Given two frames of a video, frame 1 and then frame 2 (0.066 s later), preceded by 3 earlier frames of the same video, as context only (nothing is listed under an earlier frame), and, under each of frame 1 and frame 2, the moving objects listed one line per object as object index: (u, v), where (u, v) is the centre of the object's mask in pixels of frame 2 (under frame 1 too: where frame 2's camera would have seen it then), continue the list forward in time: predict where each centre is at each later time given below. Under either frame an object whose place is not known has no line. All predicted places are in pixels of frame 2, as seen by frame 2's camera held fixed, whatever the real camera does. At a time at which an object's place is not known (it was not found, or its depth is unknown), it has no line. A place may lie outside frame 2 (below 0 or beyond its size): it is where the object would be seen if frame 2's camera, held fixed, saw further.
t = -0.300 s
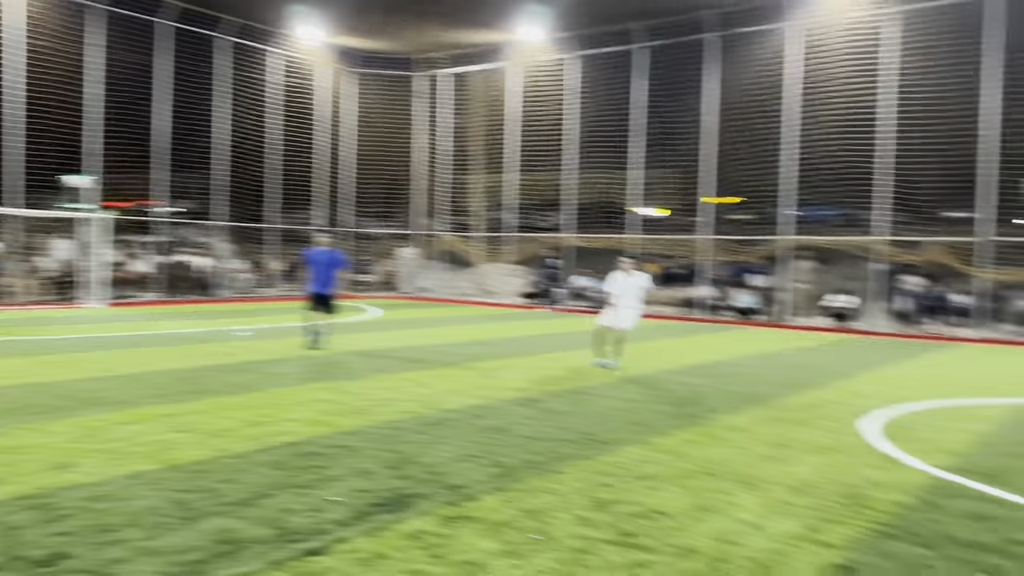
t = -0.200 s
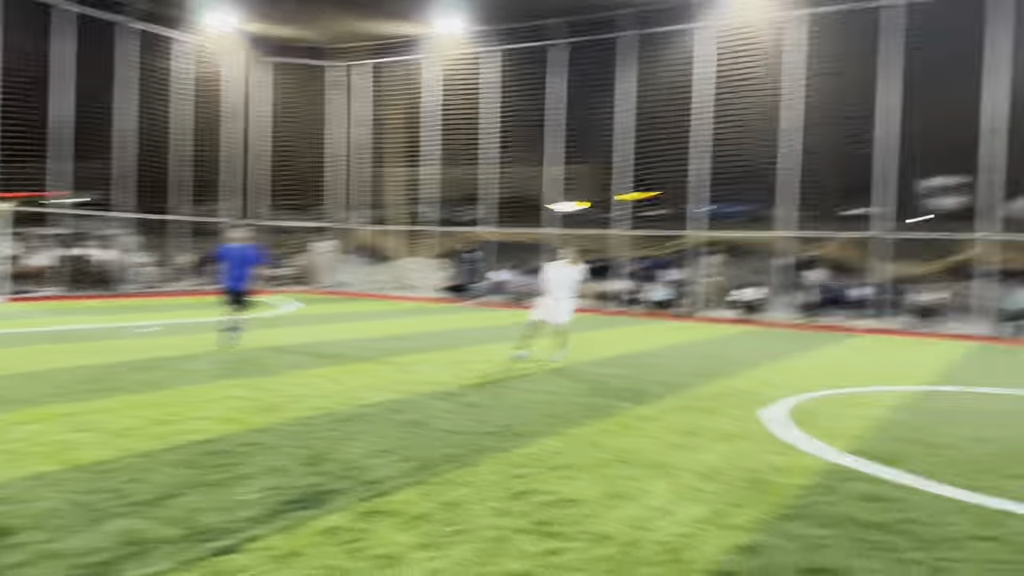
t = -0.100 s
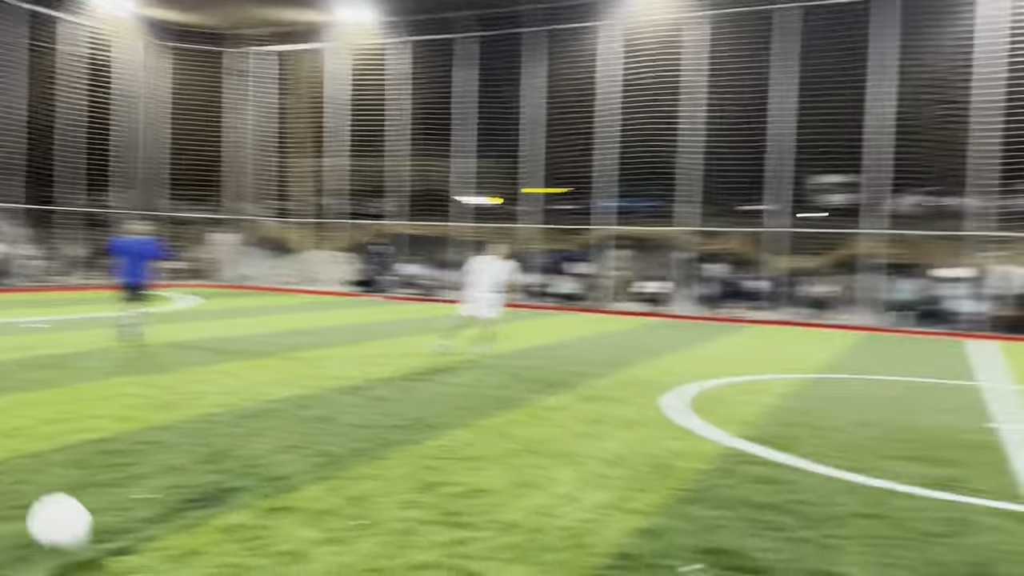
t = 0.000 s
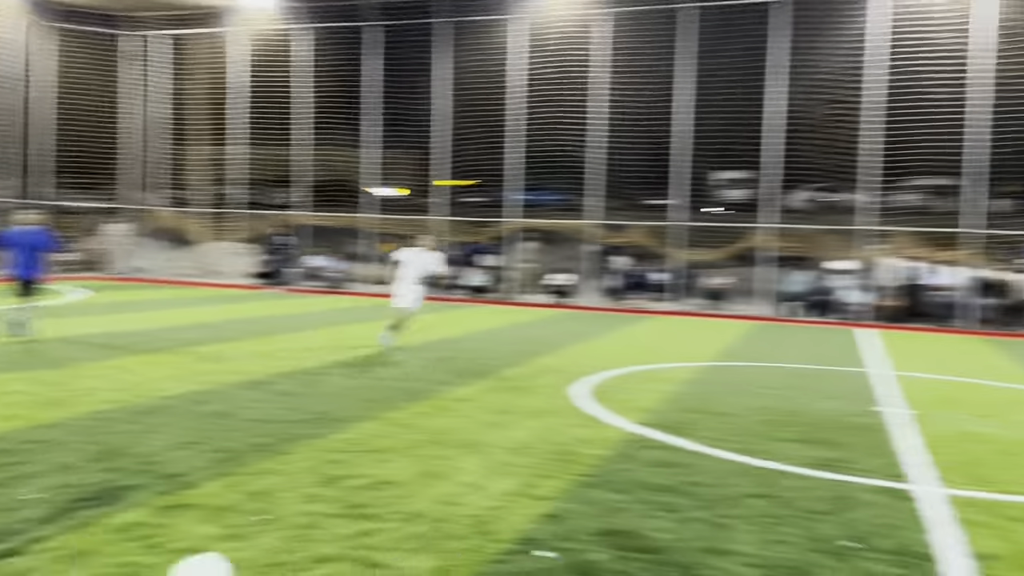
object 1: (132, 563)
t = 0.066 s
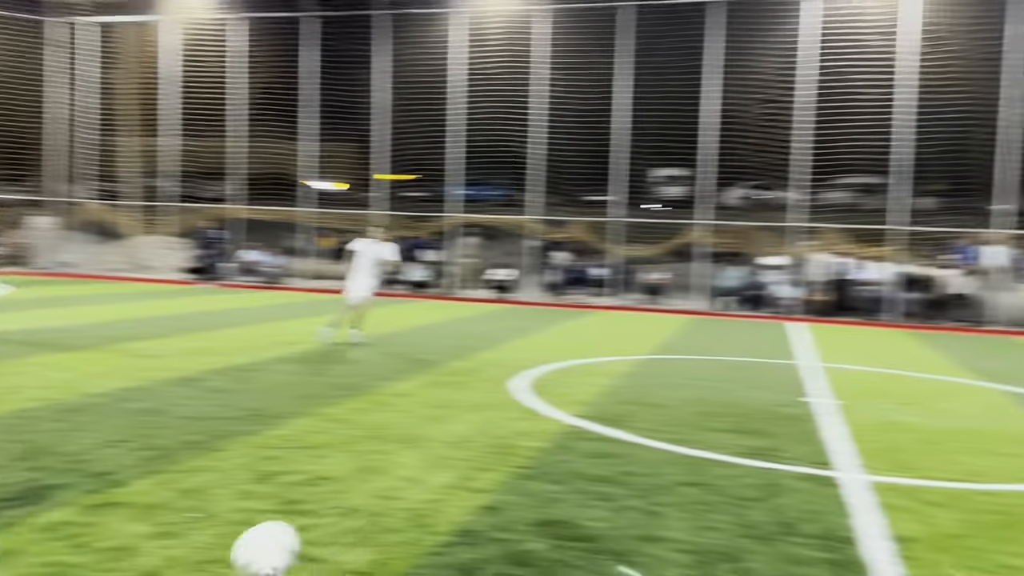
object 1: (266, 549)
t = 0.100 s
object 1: (333, 539)
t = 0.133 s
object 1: (395, 531)
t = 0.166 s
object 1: (458, 527)
